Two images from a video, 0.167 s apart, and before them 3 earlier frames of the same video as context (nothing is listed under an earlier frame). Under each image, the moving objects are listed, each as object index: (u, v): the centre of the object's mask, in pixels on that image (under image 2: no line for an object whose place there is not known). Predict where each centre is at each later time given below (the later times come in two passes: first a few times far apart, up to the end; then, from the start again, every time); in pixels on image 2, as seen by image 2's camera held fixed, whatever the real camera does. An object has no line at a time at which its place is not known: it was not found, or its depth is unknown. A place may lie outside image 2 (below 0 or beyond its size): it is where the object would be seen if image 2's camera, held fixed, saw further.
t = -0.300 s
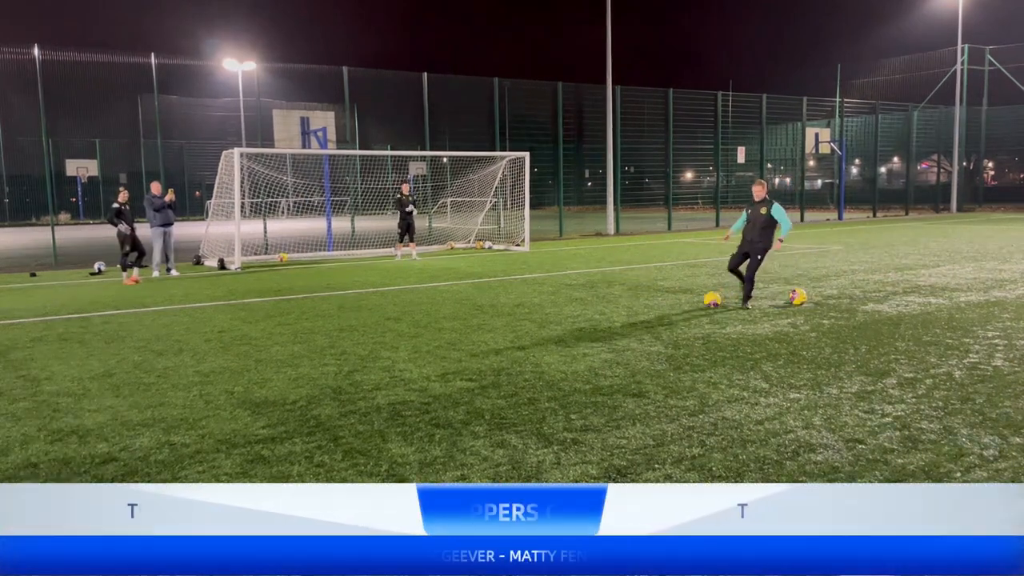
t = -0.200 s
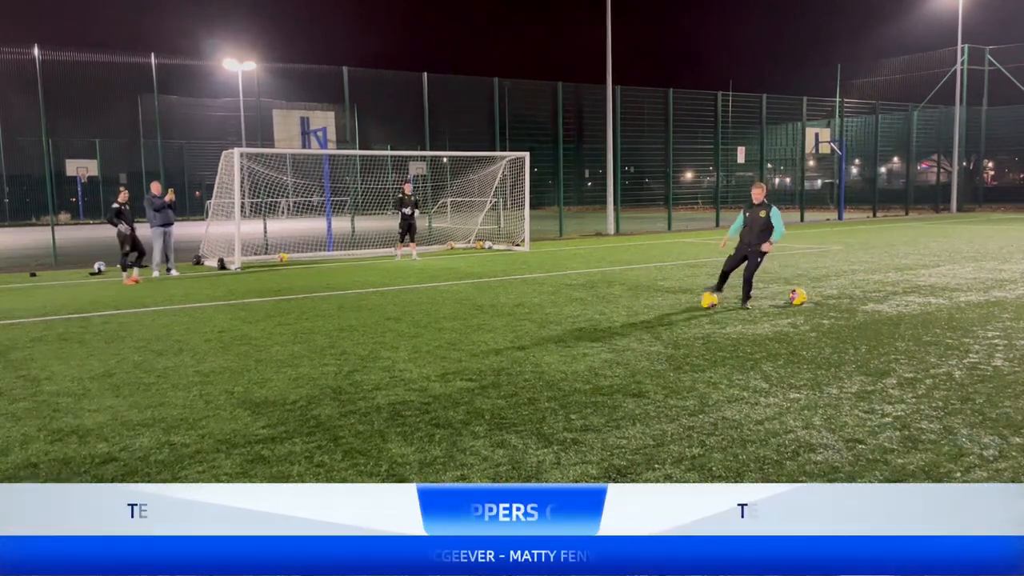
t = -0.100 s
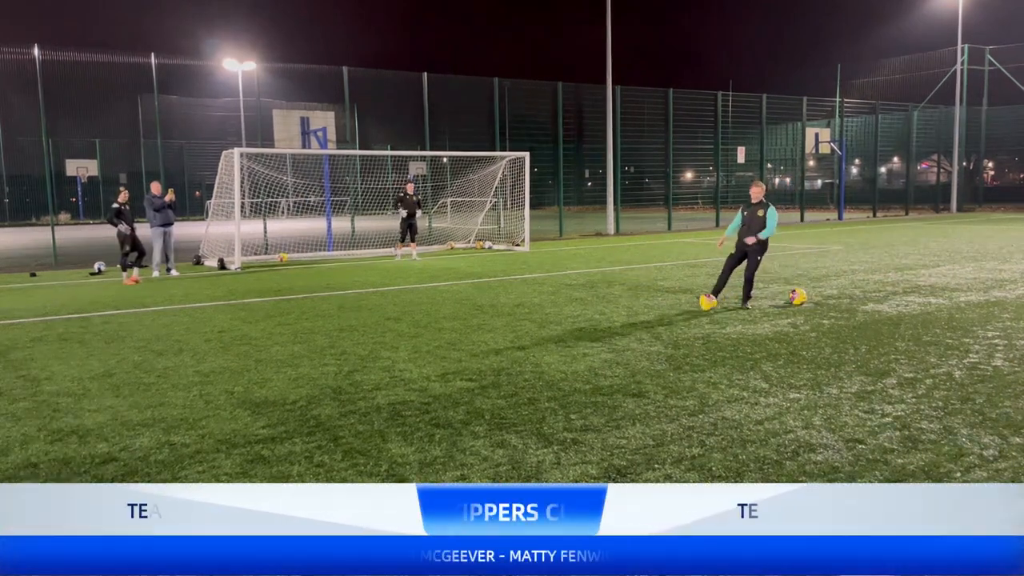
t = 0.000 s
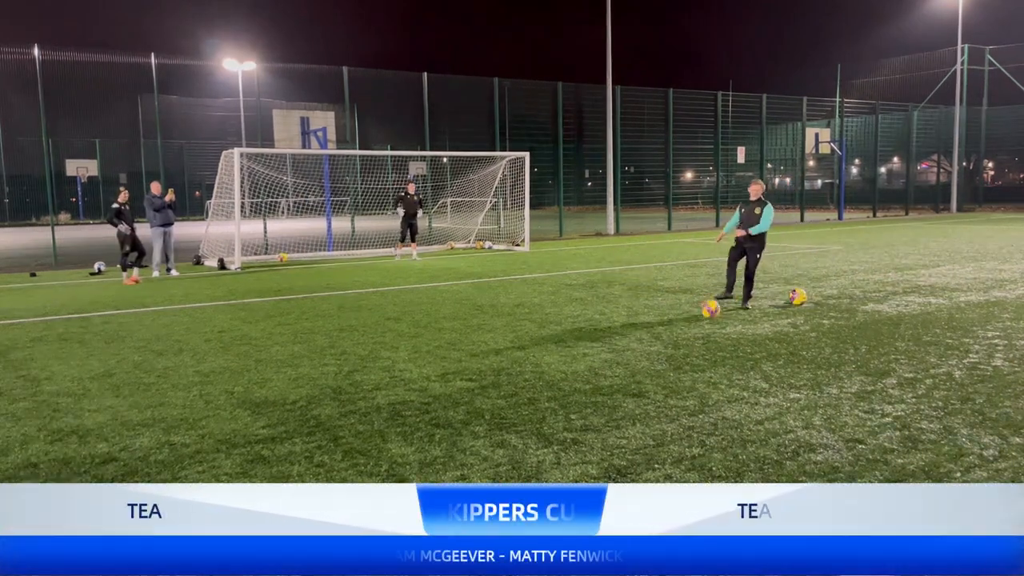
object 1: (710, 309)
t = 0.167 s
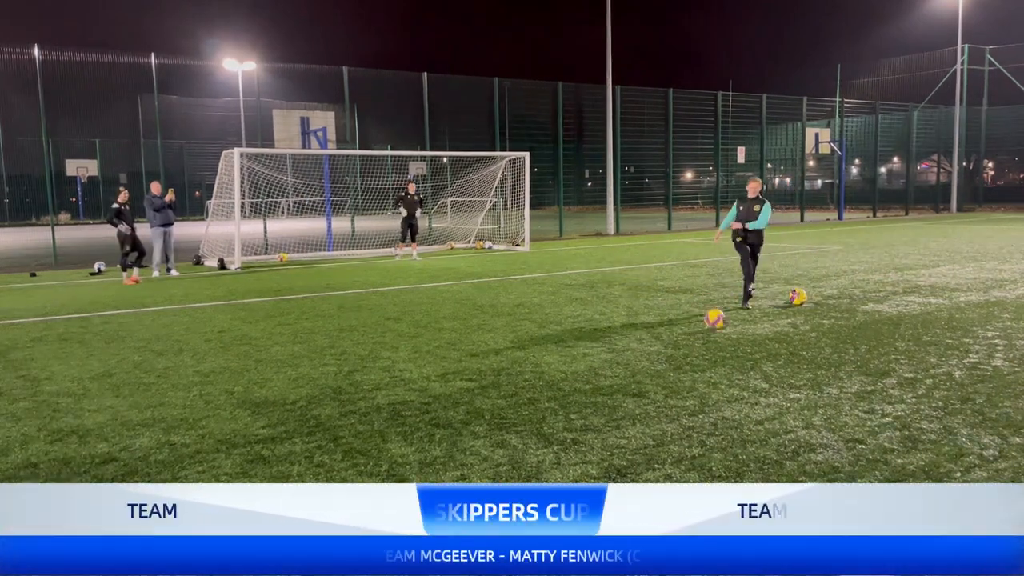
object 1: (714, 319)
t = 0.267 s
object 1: (717, 325)
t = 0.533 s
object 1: (721, 343)
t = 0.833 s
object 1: (730, 366)
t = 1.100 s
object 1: (738, 392)
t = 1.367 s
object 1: (747, 425)
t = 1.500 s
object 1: (755, 445)
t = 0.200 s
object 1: (715, 322)
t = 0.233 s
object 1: (716, 324)
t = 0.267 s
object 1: (717, 325)
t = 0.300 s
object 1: (717, 326)
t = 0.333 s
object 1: (716, 329)
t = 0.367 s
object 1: (718, 332)
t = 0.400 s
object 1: (720, 333)
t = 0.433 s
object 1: (721, 336)
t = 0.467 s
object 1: (721, 338)
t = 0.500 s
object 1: (722, 340)
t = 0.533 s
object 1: (721, 343)
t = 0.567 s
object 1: (723, 346)
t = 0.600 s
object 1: (723, 347)
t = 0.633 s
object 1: (725, 350)
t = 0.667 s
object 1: (725, 352)
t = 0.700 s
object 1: (726, 355)
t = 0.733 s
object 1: (727, 357)
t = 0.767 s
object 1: (728, 360)
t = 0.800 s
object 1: (729, 363)
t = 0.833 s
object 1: (730, 366)
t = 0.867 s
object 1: (731, 369)
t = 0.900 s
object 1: (732, 372)
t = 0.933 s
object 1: (733, 375)
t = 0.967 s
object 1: (733, 378)
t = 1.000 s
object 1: (735, 382)
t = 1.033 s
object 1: (736, 384)
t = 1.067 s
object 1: (737, 389)
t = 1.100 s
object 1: (738, 392)
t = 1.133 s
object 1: (739, 396)
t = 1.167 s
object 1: (740, 400)
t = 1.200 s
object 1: (742, 404)
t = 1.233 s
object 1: (742, 407)
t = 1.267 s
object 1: (744, 412)
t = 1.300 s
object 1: (745, 416)
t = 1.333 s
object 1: (747, 420)
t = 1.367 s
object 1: (747, 425)
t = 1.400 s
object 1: (750, 430)
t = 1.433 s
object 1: (751, 434)
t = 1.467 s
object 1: (753, 441)
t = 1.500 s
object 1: (755, 445)
